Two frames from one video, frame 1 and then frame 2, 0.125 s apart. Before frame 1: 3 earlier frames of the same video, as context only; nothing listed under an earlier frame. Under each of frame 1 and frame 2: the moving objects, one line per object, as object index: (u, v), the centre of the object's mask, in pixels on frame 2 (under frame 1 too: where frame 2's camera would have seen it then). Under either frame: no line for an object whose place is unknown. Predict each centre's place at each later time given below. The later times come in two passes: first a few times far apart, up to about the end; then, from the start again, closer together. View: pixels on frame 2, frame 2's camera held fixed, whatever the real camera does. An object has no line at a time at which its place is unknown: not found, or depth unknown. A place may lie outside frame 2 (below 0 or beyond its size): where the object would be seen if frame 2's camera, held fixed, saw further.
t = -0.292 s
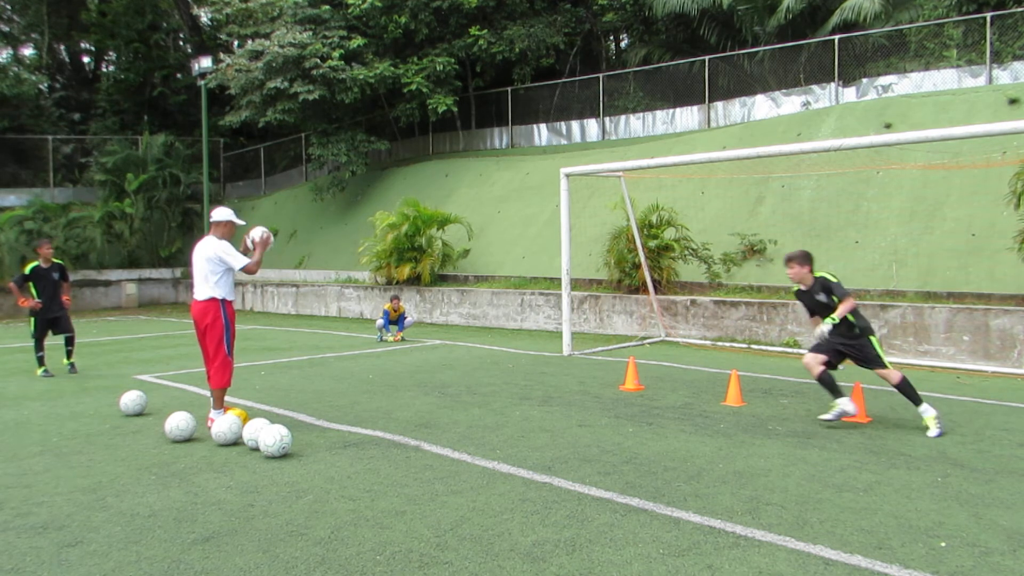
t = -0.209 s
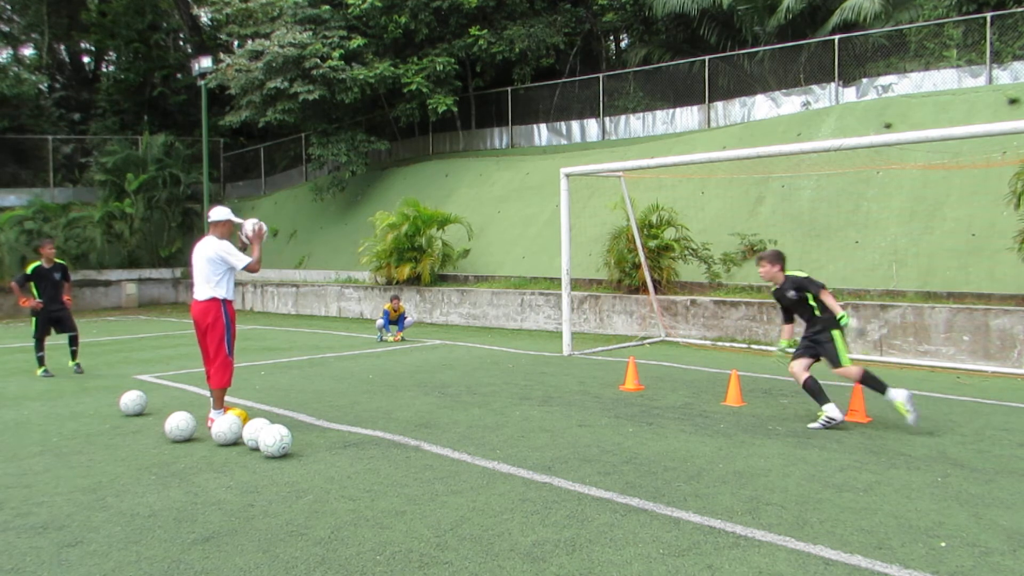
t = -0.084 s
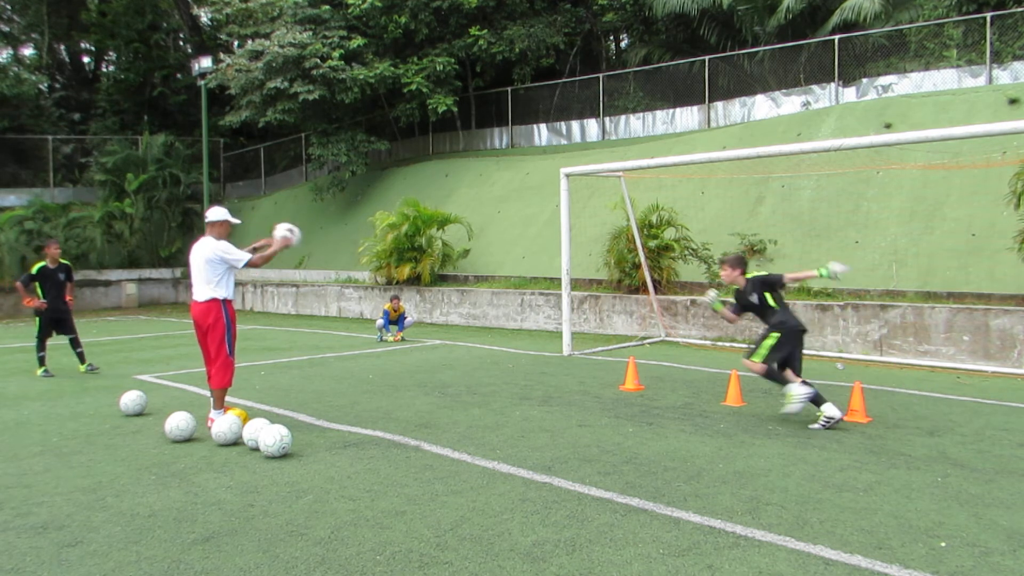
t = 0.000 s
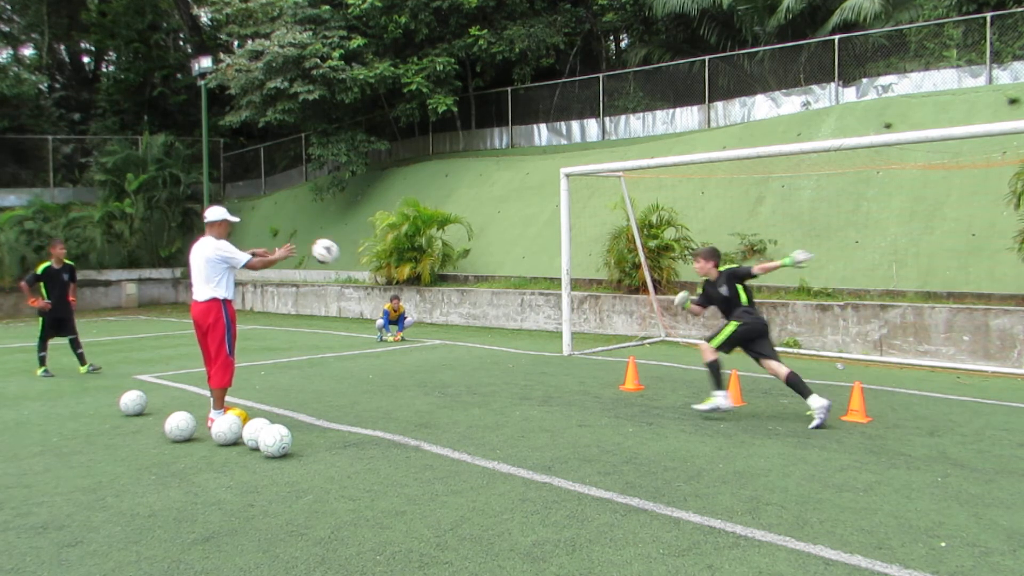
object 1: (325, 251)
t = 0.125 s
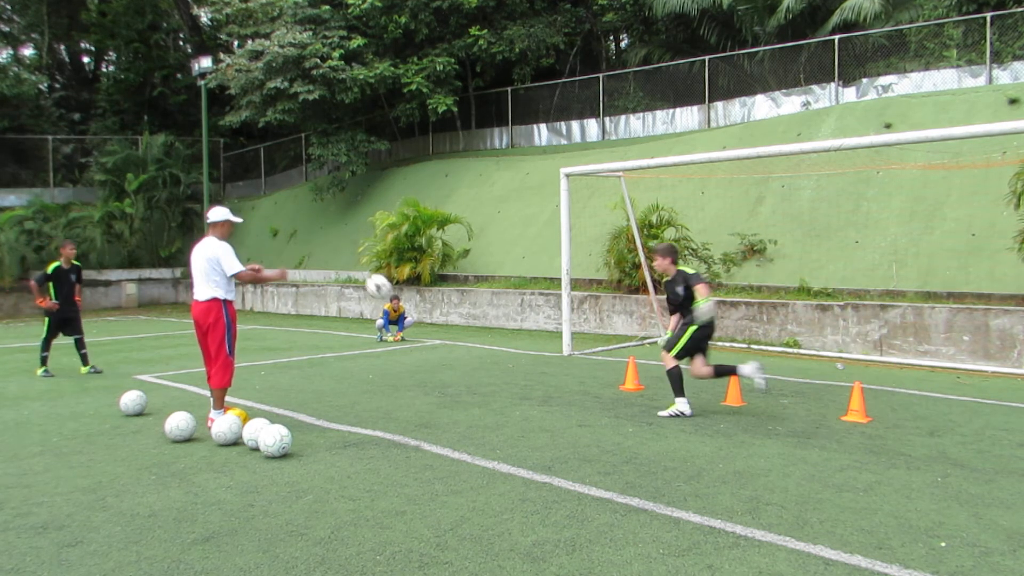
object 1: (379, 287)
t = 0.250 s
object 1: (426, 332)
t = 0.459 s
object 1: (483, 345)
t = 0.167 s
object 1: (395, 301)
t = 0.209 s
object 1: (410, 316)
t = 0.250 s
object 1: (426, 332)
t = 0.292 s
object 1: (441, 351)
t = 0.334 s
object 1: (455, 370)
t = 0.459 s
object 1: (483, 345)
